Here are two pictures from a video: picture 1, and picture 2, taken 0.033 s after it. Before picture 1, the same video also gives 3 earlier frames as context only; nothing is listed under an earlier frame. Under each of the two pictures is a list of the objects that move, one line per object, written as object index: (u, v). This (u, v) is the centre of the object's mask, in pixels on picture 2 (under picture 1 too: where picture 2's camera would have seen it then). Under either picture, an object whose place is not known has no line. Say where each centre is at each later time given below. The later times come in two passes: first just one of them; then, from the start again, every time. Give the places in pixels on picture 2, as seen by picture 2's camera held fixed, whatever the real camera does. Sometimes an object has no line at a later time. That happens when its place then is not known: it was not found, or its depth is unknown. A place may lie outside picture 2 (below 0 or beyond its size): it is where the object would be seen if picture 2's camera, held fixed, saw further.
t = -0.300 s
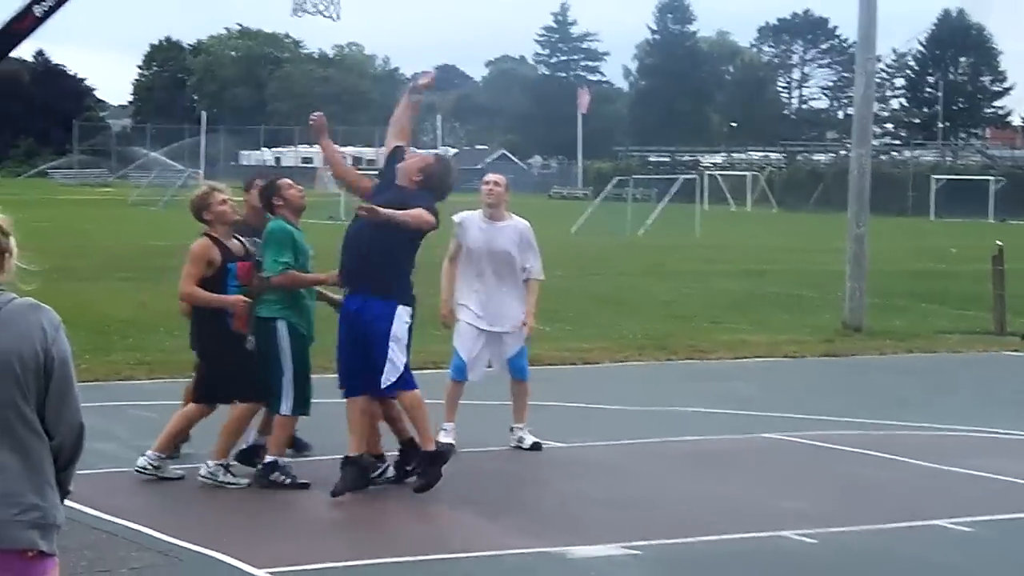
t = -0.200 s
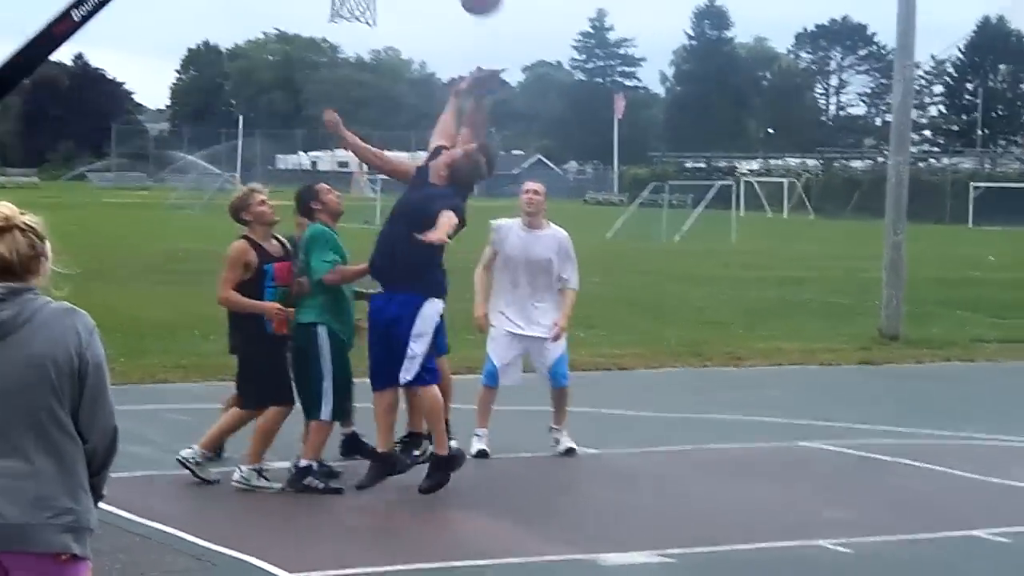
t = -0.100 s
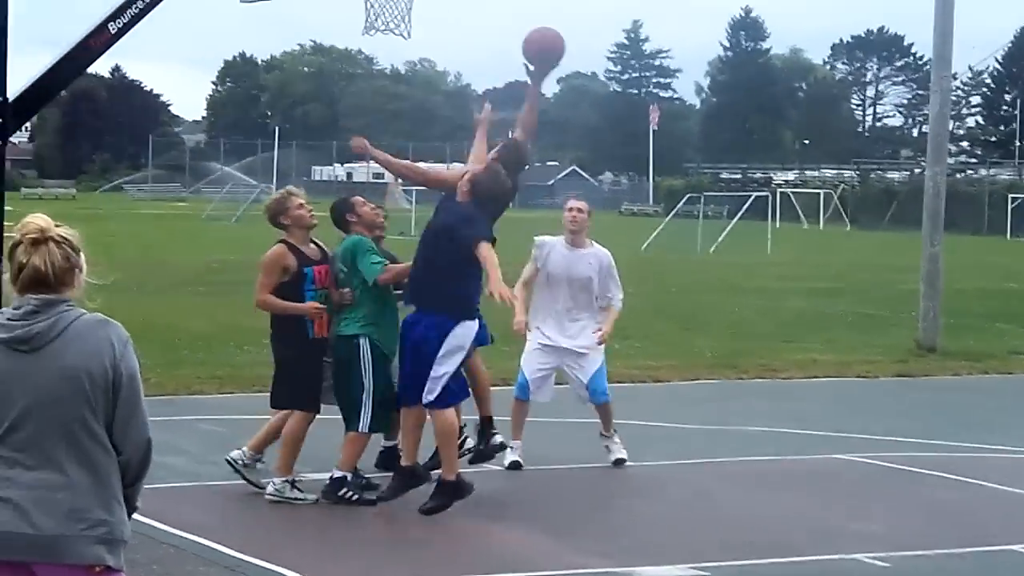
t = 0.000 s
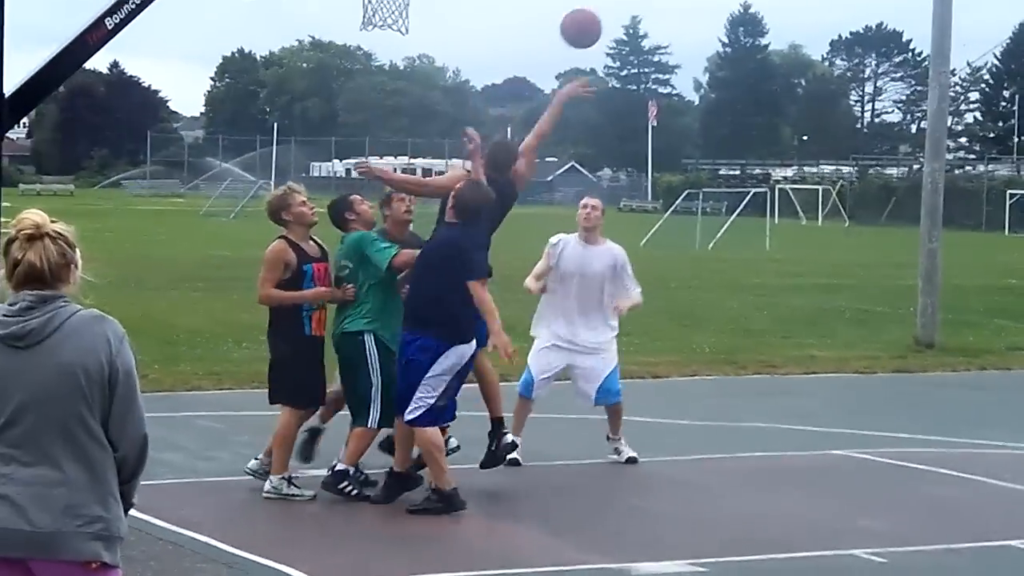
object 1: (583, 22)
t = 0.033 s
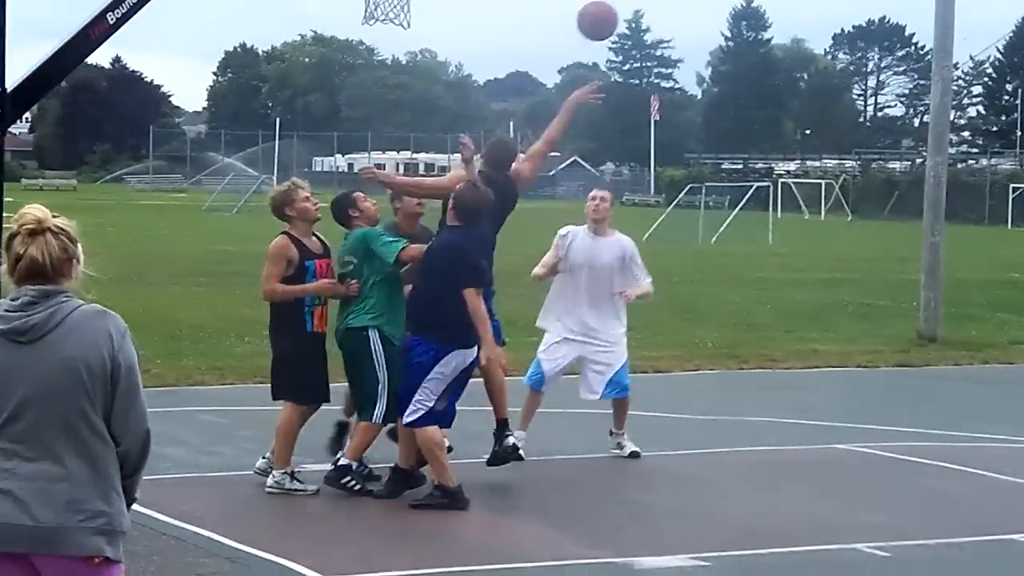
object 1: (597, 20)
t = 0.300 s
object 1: (701, 67)
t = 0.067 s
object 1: (611, 20)
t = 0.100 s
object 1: (625, 22)
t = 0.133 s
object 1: (637, 27)
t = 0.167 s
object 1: (650, 31)
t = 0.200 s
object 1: (663, 39)
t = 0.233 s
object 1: (676, 46)
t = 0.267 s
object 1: (688, 56)
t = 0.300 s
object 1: (701, 67)
